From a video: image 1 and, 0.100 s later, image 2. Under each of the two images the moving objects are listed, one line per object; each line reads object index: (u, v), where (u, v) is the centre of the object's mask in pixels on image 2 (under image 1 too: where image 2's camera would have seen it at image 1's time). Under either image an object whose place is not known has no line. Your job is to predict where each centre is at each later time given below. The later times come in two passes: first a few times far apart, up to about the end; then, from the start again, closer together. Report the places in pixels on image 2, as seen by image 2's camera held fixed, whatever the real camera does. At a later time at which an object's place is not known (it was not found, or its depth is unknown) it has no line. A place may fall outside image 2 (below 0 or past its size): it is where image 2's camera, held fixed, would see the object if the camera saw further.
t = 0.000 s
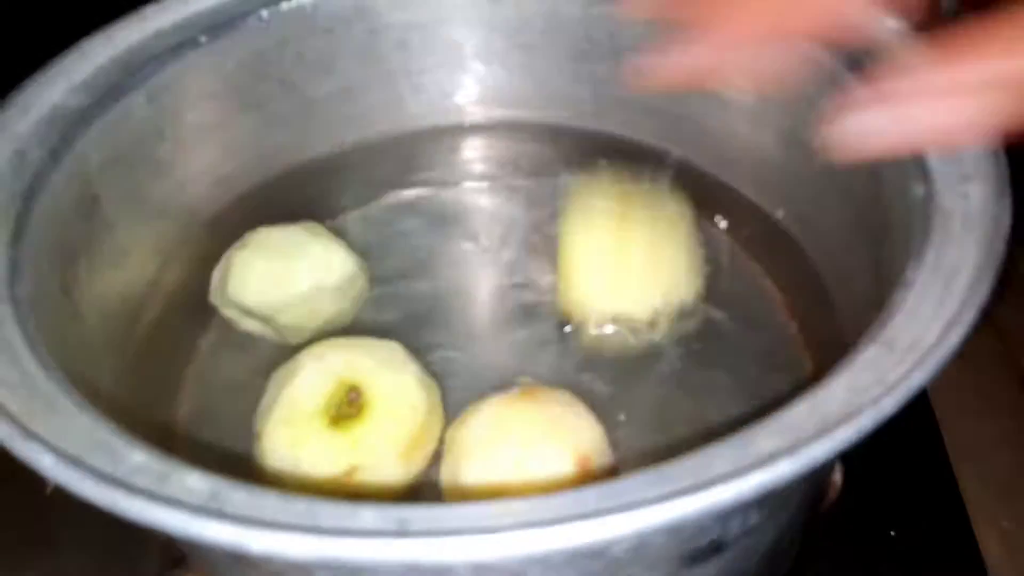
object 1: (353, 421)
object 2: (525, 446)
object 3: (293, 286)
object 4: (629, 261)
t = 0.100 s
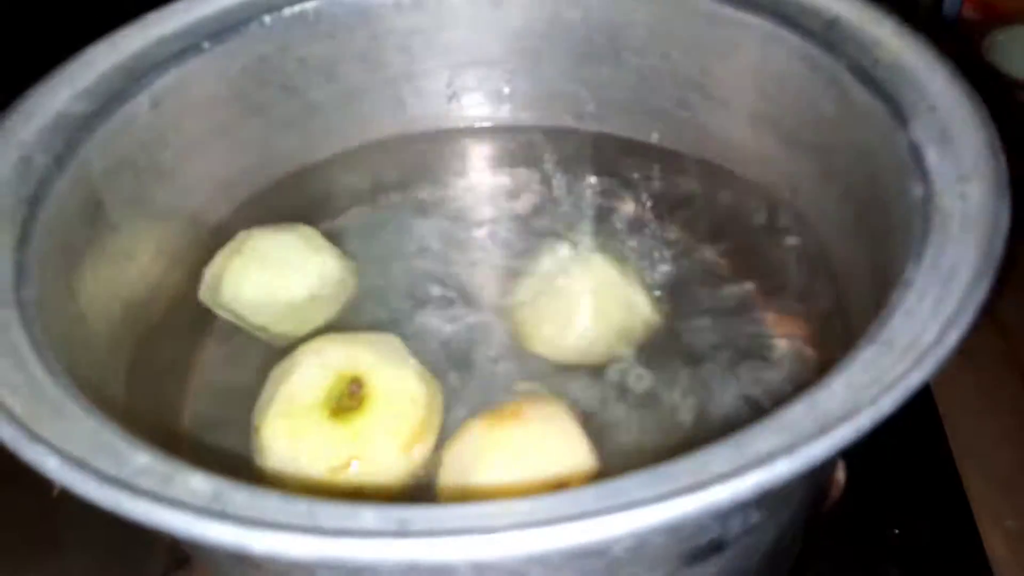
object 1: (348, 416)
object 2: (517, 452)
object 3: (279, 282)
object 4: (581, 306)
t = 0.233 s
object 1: (347, 413)
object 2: (511, 455)
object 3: (266, 283)
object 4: (516, 286)
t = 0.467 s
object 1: (380, 418)
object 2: (544, 452)
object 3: (281, 297)
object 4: (450, 297)
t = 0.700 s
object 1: (380, 412)
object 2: (541, 463)
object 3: (253, 303)
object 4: (406, 246)
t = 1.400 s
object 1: (395, 394)
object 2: (544, 467)
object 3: (234, 334)
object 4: (388, 201)
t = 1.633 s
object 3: (244, 357)
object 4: (404, 207)
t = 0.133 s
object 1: (345, 415)
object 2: (512, 455)
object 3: (274, 281)
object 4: (562, 289)
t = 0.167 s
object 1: (343, 414)
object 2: (509, 457)
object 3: (269, 280)
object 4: (550, 282)
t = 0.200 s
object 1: (344, 413)
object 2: (509, 457)
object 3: (267, 281)
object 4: (536, 284)
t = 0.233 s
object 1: (347, 413)
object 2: (511, 455)
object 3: (266, 283)
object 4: (516, 286)
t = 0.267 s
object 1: (350, 411)
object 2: (513, 453)
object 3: (266, 284)
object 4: (501, 286)
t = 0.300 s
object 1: (353, 412)
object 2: (519, 451)
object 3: (269, 284)
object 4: (494, 290)
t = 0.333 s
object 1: (357, 413)
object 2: (521, 451)
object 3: (269, 288)
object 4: (483, 296)
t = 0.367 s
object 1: (363, 413)
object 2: (523, 452)
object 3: (270, 289)
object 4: (476, 304)
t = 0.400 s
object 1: (369, 415)
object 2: (532, 453)
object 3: (271, 291)
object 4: (469, 304)
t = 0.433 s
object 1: (374, 417)
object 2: (537, 453)
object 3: (277, 294)
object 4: (461, 306)
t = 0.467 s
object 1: (380, 418)
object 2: (544, 452)
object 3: (281, 297)
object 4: (450, 297)
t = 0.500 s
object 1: (385, 419)
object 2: (546, 451)
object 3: (284, 298)
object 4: (443, 289)
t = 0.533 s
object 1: (390, 418)
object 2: (545, 452)
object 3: (287, 300)
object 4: (434, 277)
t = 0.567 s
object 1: (393, 416)
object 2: (544, 451)
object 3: (283, 301)
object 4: (426, 268)
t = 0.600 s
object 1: (393, 414)
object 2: (543, 453)
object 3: (273, 304)
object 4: (424, 260)
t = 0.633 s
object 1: (390, 413)
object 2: (541, 456)
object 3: (265, 306)
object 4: (416, 252)
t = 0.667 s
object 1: (386, 412)
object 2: (540, 458)
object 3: (256, 303)
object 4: (411, 246)
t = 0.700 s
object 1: (380, 412)
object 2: (541, 463)
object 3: (253, 303)
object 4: (406, 246)
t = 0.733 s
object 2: (542, 463)
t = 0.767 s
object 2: (543, 462)
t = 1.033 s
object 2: (558, 460)
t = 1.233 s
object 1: (407, 398)
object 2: (555, 461)
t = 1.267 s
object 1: (404, 397)
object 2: (553, 464)
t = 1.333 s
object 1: (398, 397)
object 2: (549, 467)
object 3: (239, 333)
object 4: (392, 204)
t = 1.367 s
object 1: (396, 394)
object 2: (546, 467)
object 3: (237, 333)
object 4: (390, 201)
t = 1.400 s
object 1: (395, 394)
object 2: (544, 467)
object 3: (234, 334)
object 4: (388, 201)
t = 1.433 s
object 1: (396, 392)
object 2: (543, 465)
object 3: (233, 336)
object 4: (390, 203)
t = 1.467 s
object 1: (398, 392)
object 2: (542, 464)
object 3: (234, 338)
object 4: (391, 205)
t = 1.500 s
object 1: (401, 393)
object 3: (235, 340)
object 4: (395, 207)
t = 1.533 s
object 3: (237, 343)
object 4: (399, 209)
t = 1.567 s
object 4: (400, 210)
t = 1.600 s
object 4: (402, 209)
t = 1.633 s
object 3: (244, 357)
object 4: (404, 207)
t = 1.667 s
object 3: (244, 361)
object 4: (406, 204)
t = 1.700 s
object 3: (244, 361)
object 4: (408, 201)
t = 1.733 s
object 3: (244, 360)
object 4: (411, 200)
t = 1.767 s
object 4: (411, 196)
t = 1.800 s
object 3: (241, 360)
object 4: (413, 197)
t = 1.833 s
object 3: (238, 359)
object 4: (412, 195)
